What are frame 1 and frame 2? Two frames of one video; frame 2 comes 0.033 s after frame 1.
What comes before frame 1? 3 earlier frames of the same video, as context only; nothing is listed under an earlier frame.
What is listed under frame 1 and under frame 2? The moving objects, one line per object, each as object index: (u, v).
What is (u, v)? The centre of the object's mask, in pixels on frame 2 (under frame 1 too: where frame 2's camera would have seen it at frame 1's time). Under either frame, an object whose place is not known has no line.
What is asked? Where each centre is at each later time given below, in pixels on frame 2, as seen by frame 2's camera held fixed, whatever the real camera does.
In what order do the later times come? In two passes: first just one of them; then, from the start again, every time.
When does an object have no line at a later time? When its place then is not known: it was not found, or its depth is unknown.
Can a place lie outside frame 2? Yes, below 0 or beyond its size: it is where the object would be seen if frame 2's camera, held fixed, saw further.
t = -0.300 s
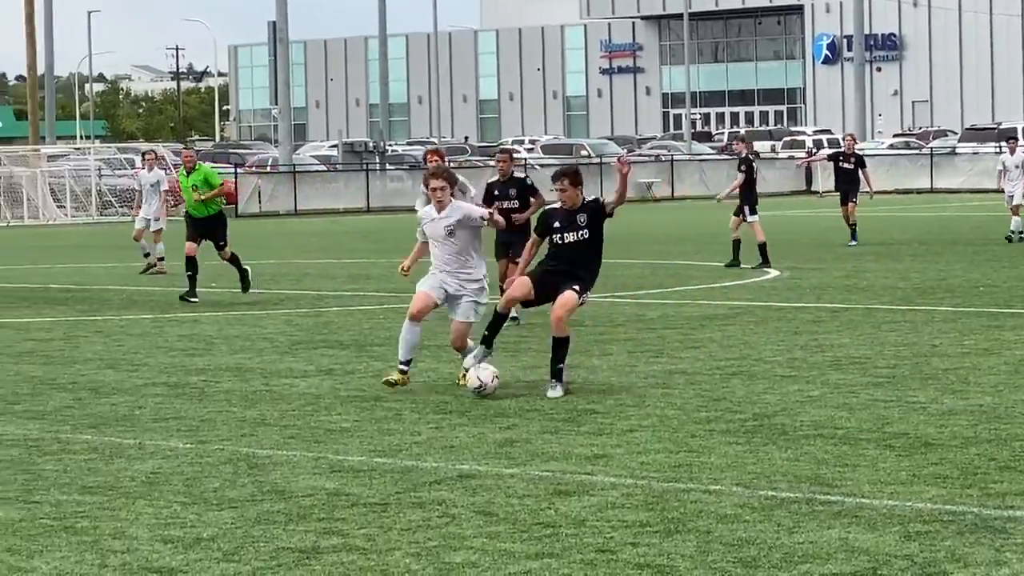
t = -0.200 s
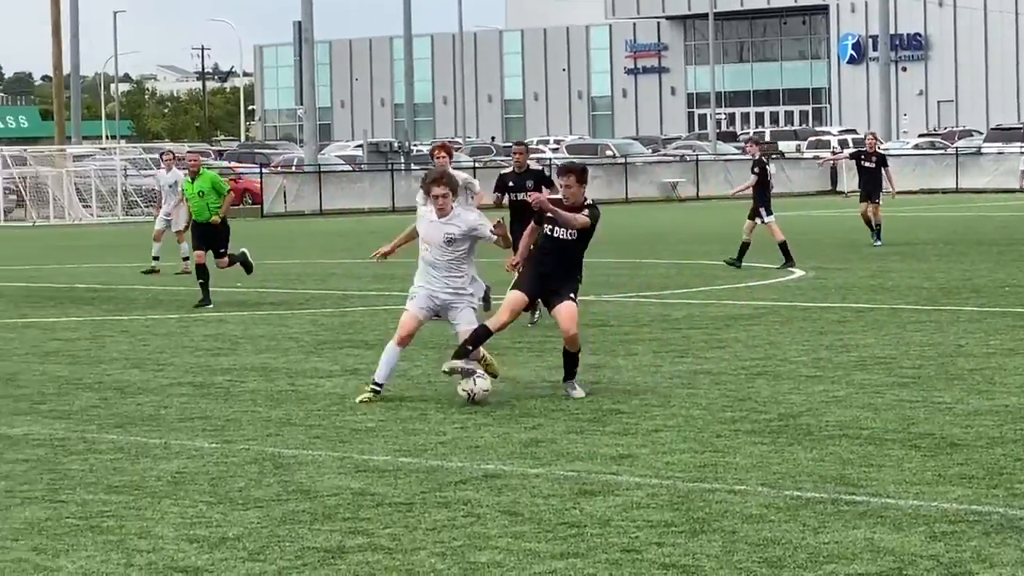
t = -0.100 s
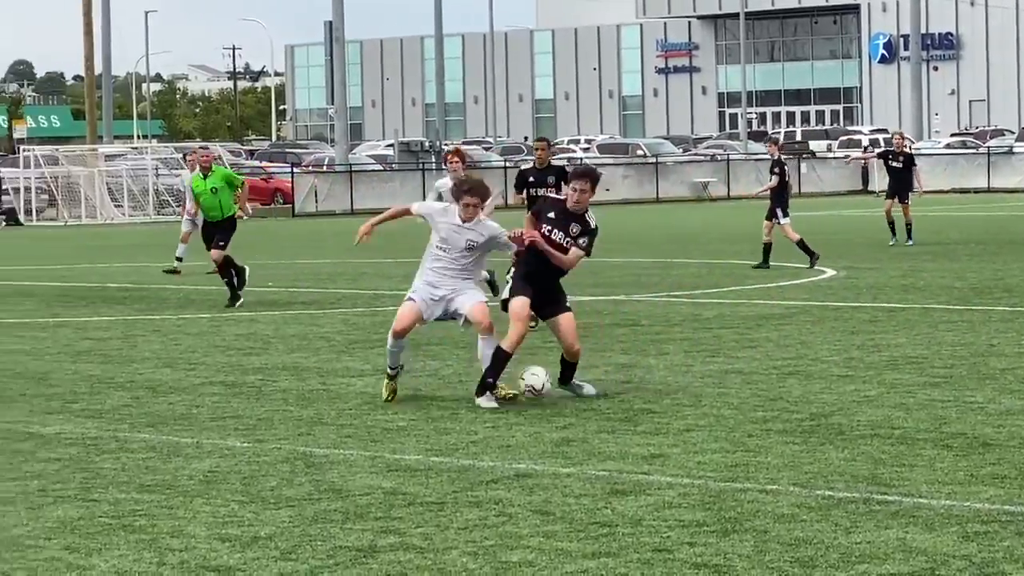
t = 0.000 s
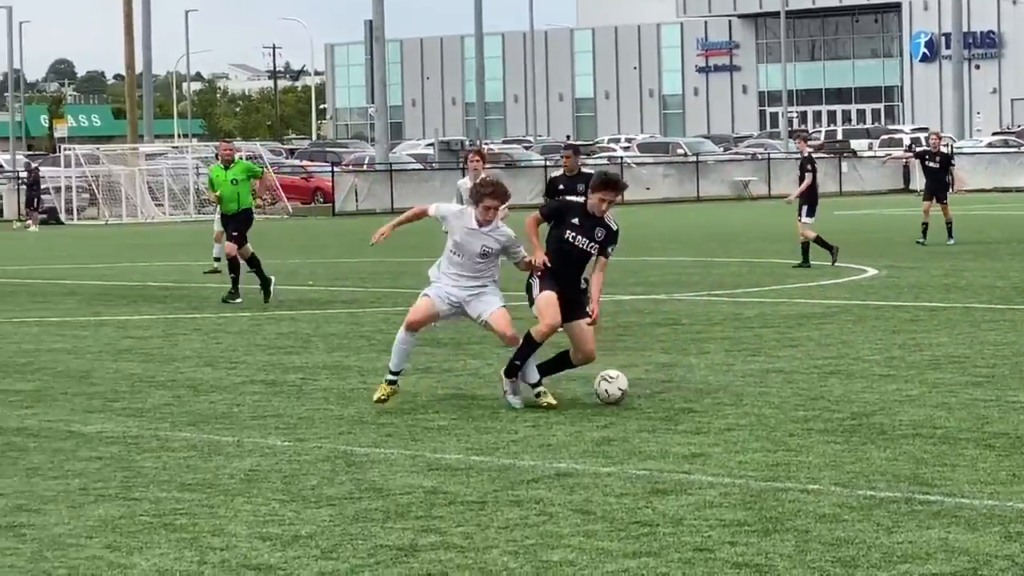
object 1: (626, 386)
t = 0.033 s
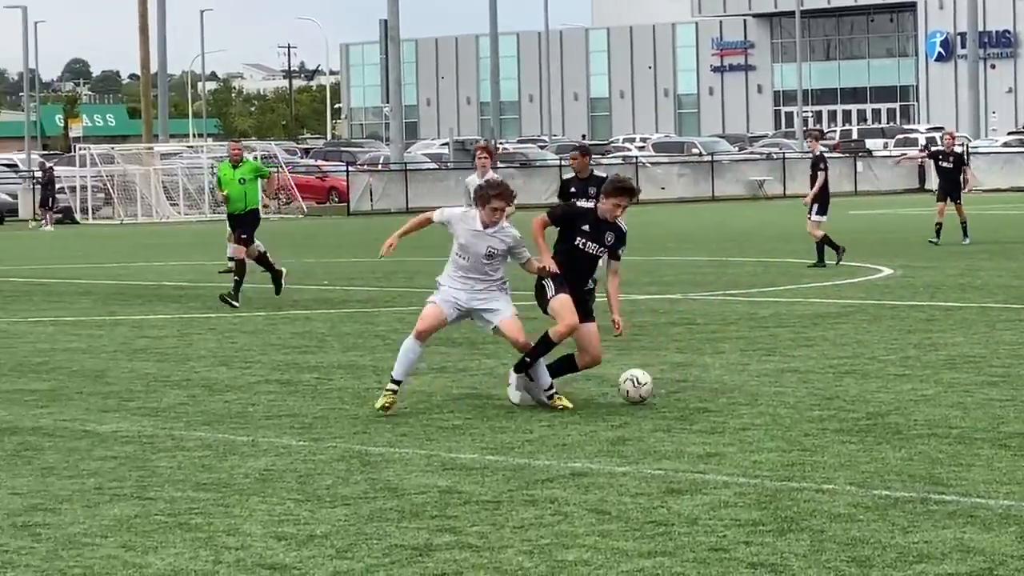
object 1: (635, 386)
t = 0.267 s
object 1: (699, 389)
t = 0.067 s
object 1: (645, 387)
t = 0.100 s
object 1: (654, 388)
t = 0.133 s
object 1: (663, 387)
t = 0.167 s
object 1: (672, 388)
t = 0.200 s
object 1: (681, 388)
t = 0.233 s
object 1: (690, 388)
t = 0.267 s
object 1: (699, 389)
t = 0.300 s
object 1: (708, 389)
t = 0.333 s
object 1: (717, 388)
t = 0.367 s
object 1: (725, 388)
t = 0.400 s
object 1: (733, 389)
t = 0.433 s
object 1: (742, 388)
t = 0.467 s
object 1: (750, 388)
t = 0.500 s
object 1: (758, 388)
